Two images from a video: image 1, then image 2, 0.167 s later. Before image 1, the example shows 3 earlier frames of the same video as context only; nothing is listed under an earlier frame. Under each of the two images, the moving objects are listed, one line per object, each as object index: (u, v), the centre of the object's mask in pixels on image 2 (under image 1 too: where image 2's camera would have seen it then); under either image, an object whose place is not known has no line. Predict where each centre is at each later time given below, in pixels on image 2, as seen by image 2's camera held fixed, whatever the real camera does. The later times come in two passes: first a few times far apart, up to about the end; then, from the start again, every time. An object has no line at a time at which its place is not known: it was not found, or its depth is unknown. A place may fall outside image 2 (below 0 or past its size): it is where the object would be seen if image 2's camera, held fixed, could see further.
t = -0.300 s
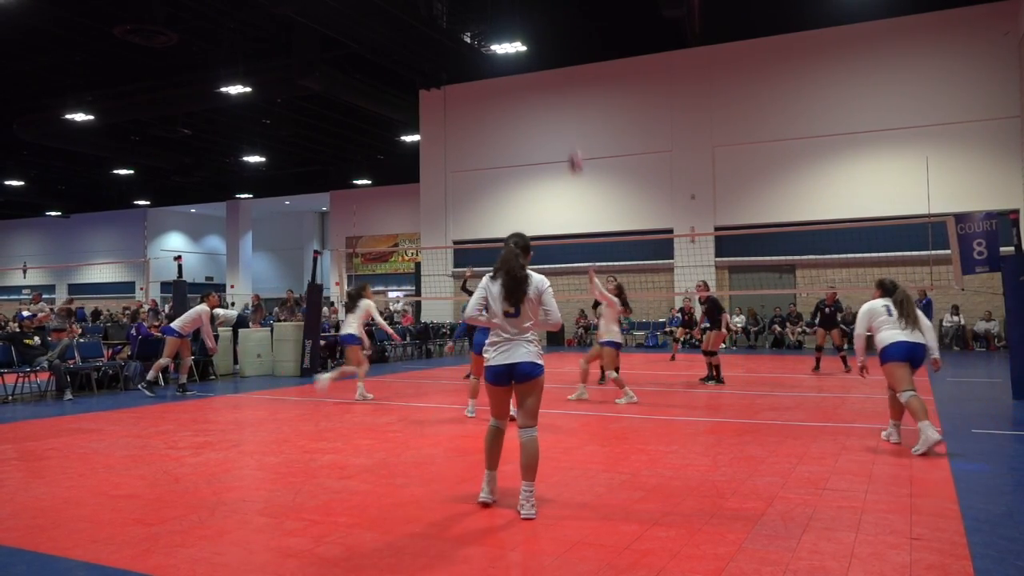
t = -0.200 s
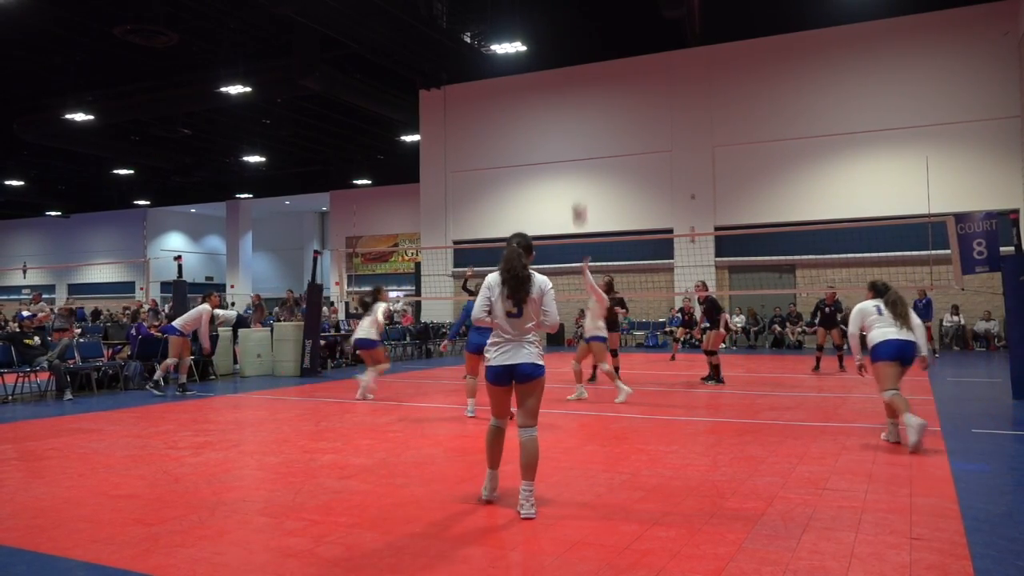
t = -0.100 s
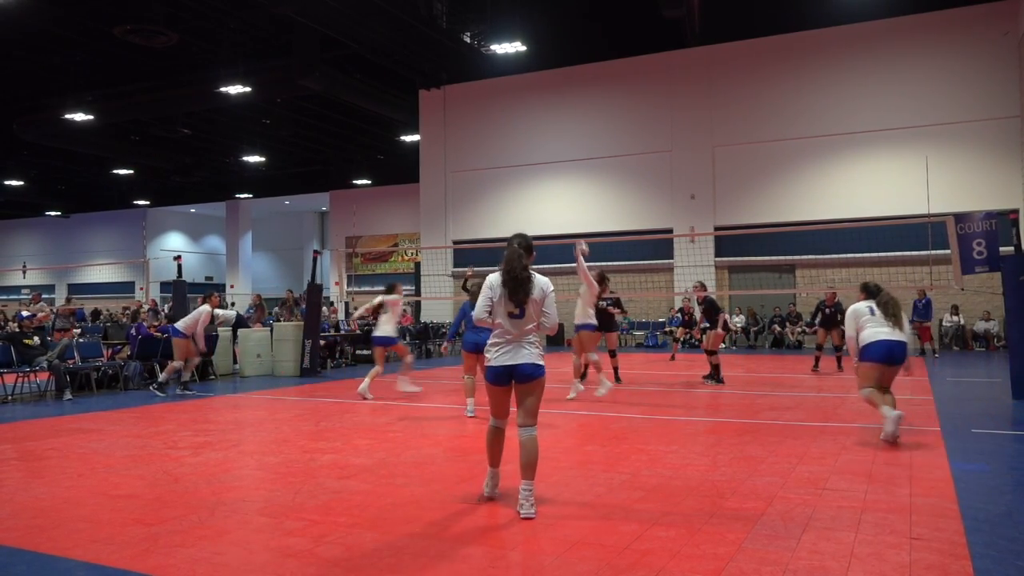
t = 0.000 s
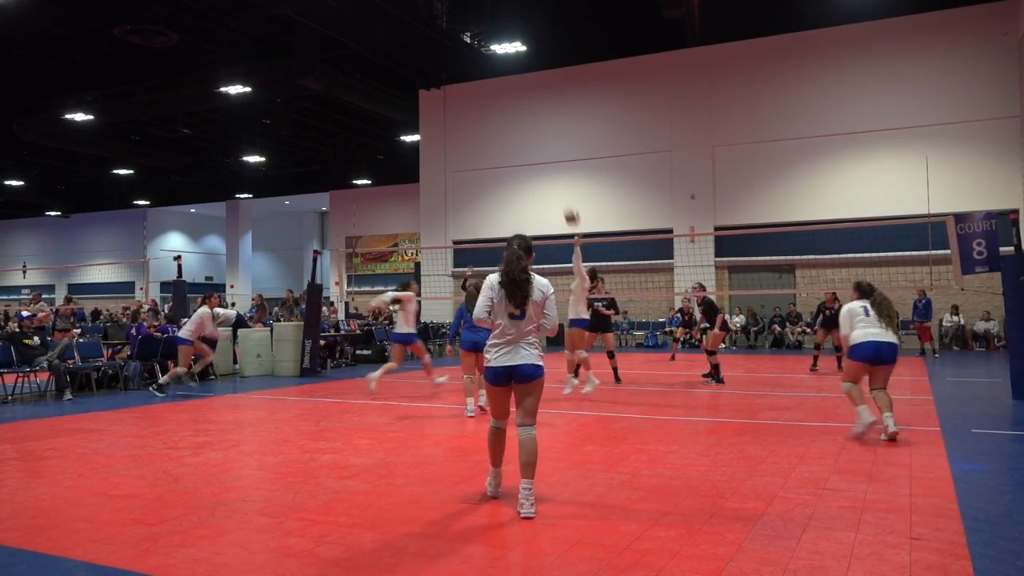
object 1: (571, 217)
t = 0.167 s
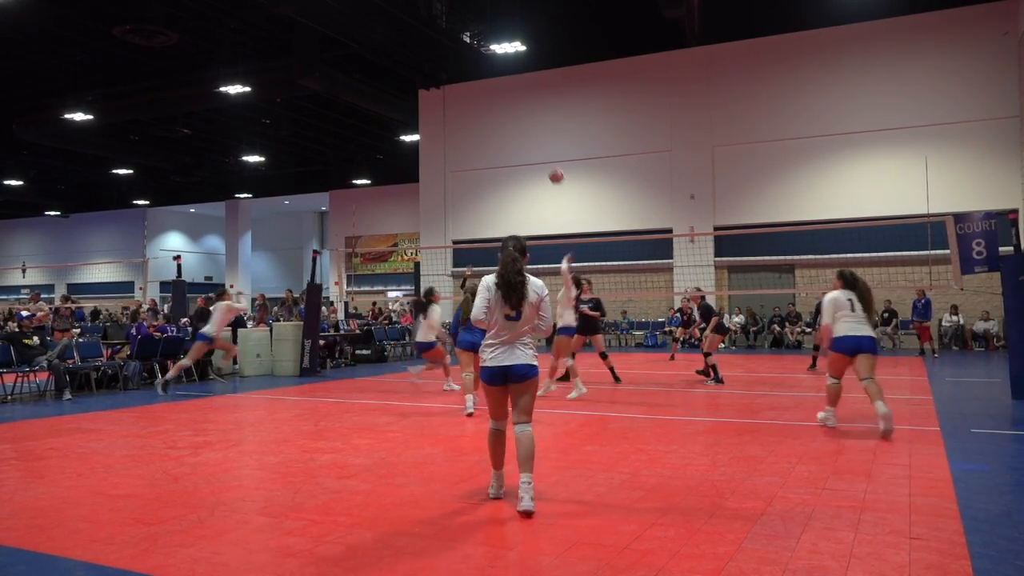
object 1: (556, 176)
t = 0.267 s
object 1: (547, 163)
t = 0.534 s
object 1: (527, 162)
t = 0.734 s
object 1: (513, 191)
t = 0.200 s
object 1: (553, 171)
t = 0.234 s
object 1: (550, 166)
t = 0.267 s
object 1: (547, 163)
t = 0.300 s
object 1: (544, 160)
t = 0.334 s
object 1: (542, 158)
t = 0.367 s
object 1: (539, 157)
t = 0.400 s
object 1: (536, 157)
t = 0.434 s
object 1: (534, 157)
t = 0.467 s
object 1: (532, 158)
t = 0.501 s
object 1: (529, 159)
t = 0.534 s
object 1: (527, 162)
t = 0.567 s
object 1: (524, 165)
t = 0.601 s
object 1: (523, 169)
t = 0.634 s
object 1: (520, 173)
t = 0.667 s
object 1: (518, 178)
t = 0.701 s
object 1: (515, 184)
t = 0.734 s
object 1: (513, 191)
